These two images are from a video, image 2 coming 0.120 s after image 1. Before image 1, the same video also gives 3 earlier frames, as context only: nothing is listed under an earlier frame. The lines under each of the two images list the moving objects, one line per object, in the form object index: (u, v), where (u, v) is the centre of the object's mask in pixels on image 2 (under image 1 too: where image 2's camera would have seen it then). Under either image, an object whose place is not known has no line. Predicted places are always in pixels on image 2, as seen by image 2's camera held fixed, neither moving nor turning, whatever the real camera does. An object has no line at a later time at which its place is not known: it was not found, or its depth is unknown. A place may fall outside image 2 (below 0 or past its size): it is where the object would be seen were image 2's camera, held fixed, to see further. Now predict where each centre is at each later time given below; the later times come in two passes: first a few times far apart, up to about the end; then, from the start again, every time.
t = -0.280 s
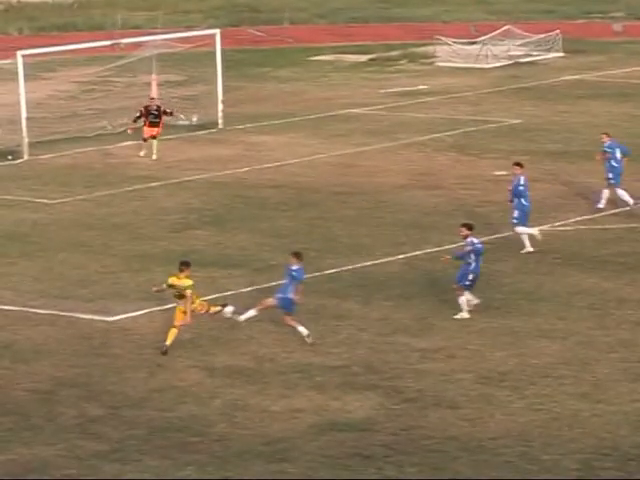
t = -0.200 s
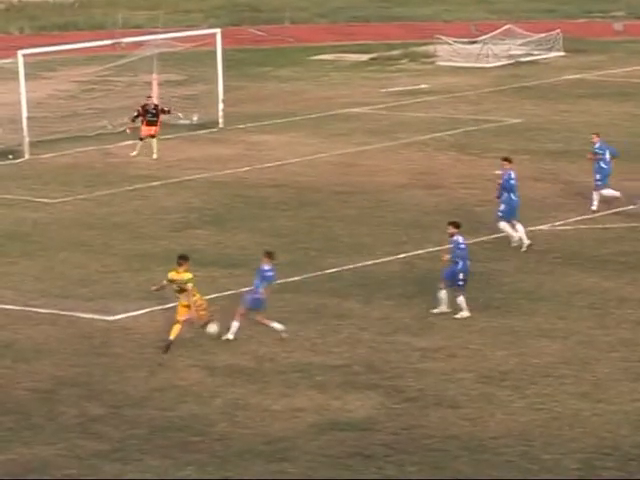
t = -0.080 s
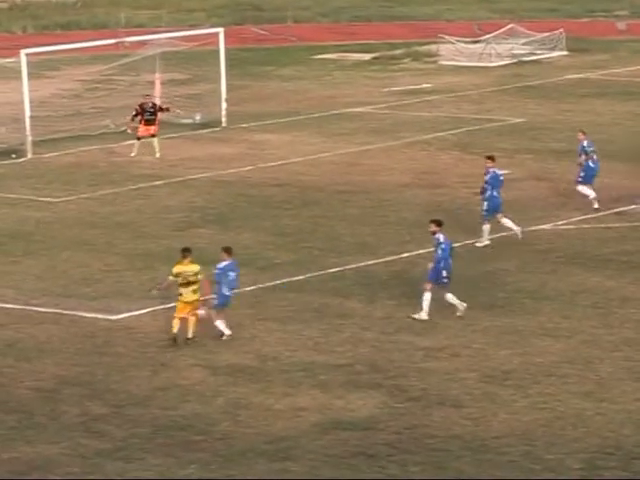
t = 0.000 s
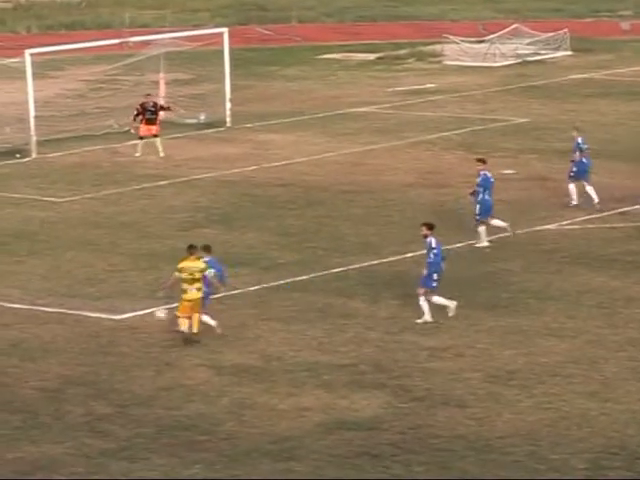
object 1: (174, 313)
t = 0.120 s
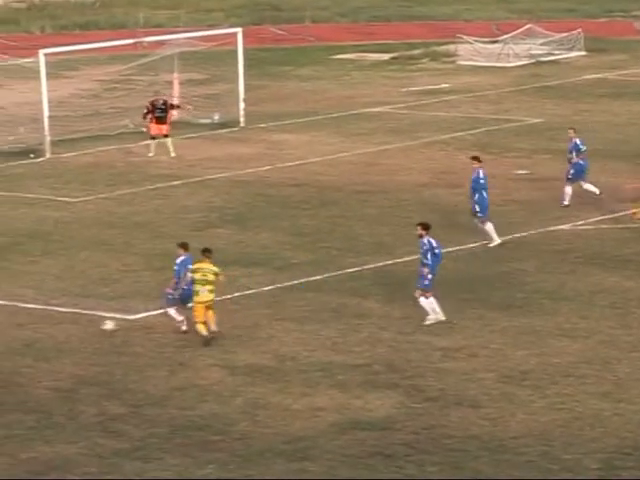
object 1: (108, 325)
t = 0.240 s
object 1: (62, 315)
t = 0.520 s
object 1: (-40, 319)
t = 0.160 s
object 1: (93, 322)
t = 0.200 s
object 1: (77, 318)
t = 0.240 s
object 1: (62, 315)
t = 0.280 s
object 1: (47, 312)
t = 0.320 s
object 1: (32, 311)
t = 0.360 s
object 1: (18, 312)
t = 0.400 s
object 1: (3, 312)
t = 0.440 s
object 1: (-11, 314)
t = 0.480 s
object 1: (-26, 318)
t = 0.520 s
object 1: (-40, 319)
